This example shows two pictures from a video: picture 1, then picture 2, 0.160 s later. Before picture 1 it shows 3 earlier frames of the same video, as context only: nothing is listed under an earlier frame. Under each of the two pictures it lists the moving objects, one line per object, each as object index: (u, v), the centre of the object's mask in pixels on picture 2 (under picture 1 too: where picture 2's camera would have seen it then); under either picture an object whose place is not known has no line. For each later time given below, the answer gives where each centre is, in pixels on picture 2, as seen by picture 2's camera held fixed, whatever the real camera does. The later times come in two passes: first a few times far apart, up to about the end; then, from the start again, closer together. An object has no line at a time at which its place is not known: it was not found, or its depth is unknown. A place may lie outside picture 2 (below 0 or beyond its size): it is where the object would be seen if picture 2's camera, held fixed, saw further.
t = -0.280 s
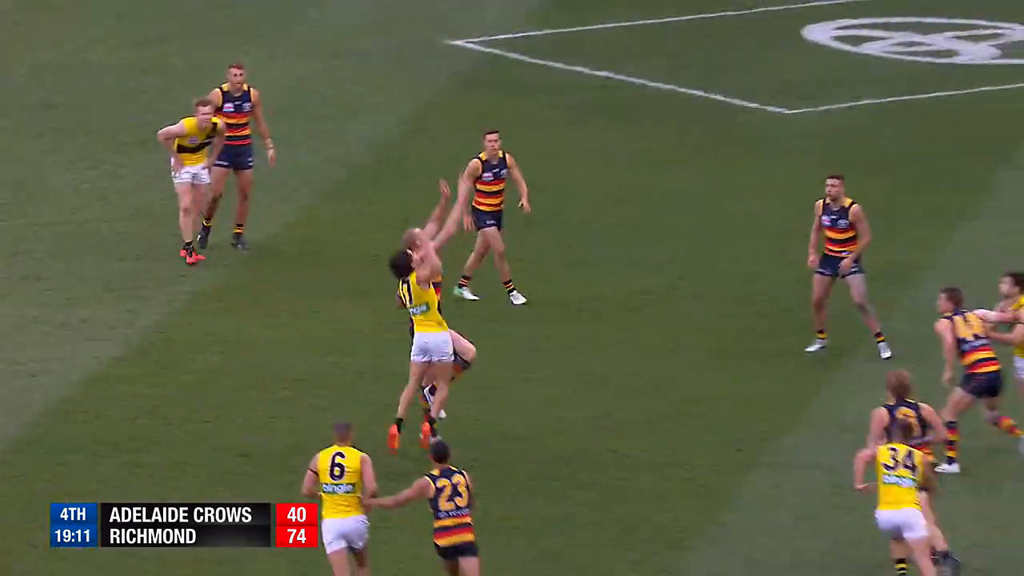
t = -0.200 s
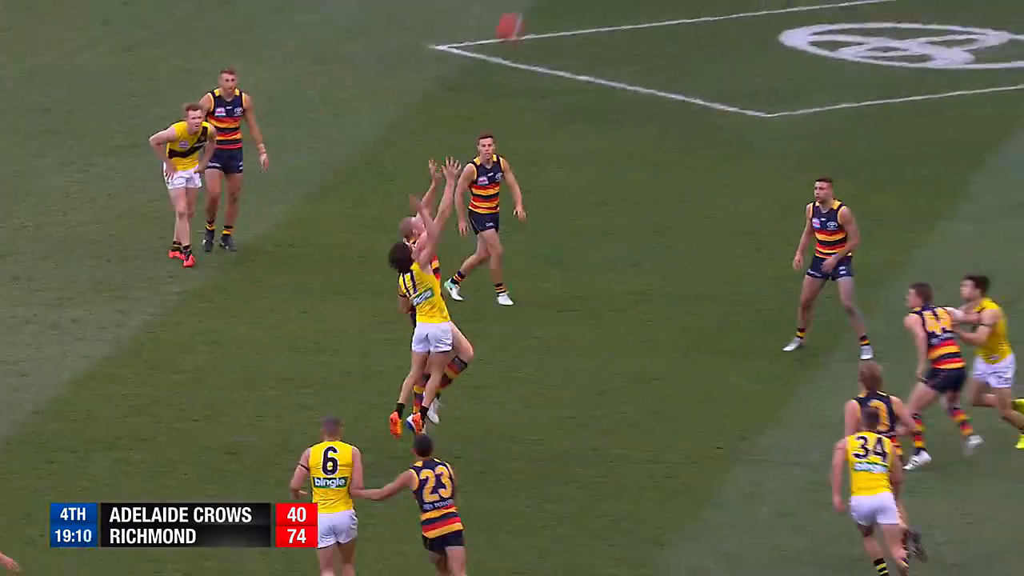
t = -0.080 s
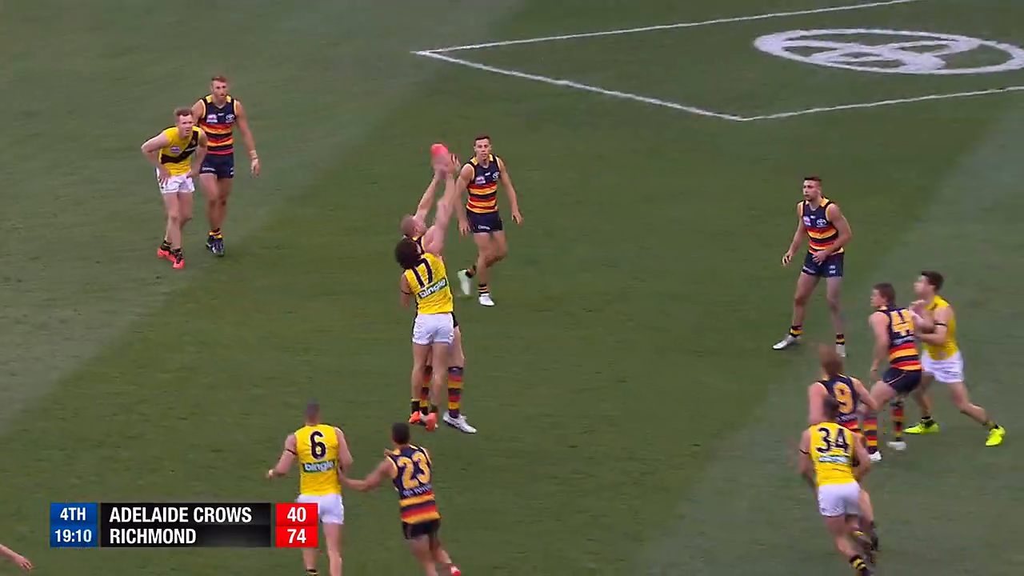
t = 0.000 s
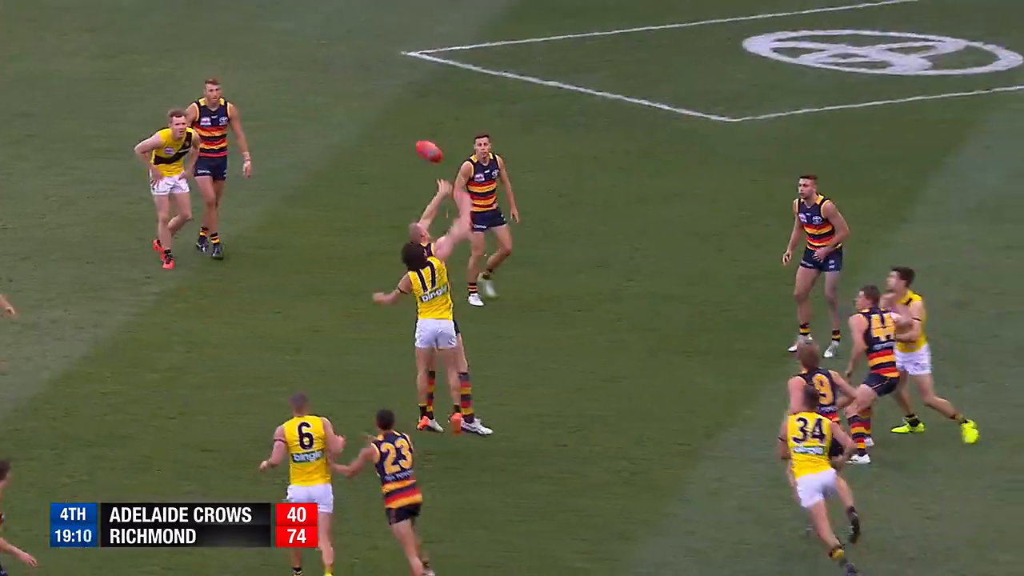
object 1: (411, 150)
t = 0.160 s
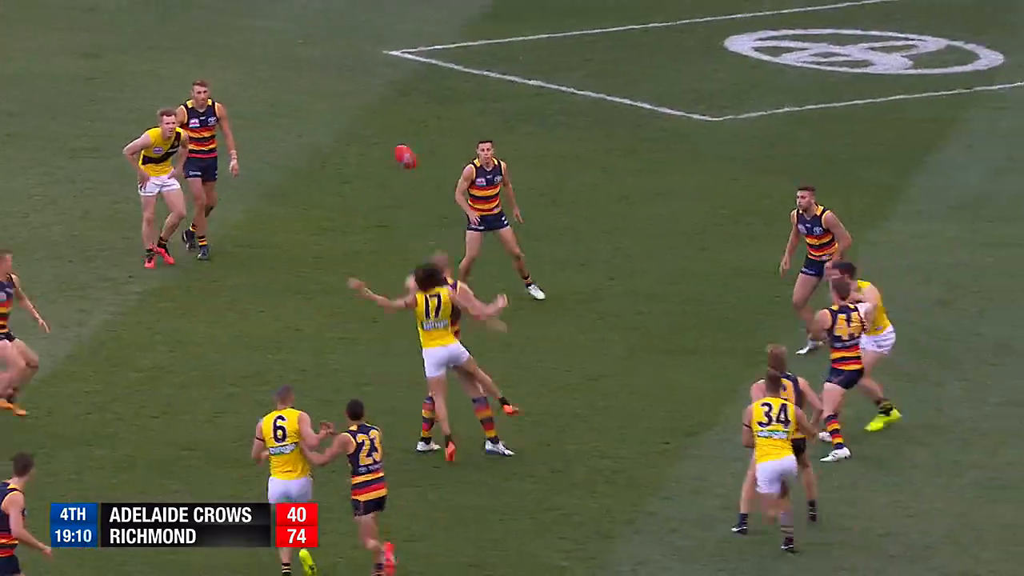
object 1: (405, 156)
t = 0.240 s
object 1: (402, 170)
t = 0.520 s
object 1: (391, 268)
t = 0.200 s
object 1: (404, 163)
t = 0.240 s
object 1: (402, 170)
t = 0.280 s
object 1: (401, 180)
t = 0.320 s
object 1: (399, 191)
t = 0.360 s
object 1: (398, 203)
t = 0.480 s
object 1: (393, 250)
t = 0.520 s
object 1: (391, 268)
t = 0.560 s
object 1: (390, 288)
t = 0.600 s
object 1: (388, 310)
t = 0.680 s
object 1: (384, 357)
